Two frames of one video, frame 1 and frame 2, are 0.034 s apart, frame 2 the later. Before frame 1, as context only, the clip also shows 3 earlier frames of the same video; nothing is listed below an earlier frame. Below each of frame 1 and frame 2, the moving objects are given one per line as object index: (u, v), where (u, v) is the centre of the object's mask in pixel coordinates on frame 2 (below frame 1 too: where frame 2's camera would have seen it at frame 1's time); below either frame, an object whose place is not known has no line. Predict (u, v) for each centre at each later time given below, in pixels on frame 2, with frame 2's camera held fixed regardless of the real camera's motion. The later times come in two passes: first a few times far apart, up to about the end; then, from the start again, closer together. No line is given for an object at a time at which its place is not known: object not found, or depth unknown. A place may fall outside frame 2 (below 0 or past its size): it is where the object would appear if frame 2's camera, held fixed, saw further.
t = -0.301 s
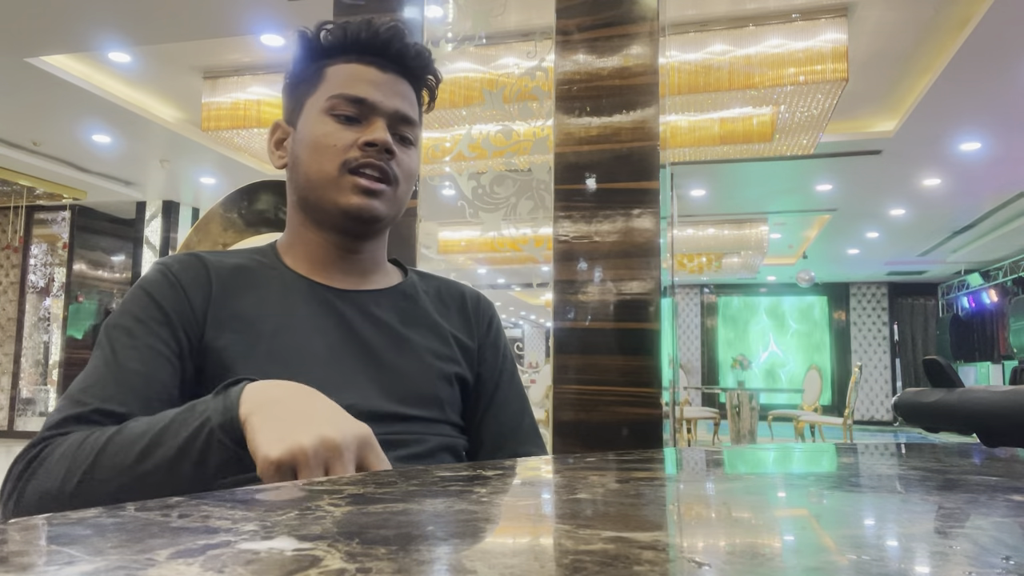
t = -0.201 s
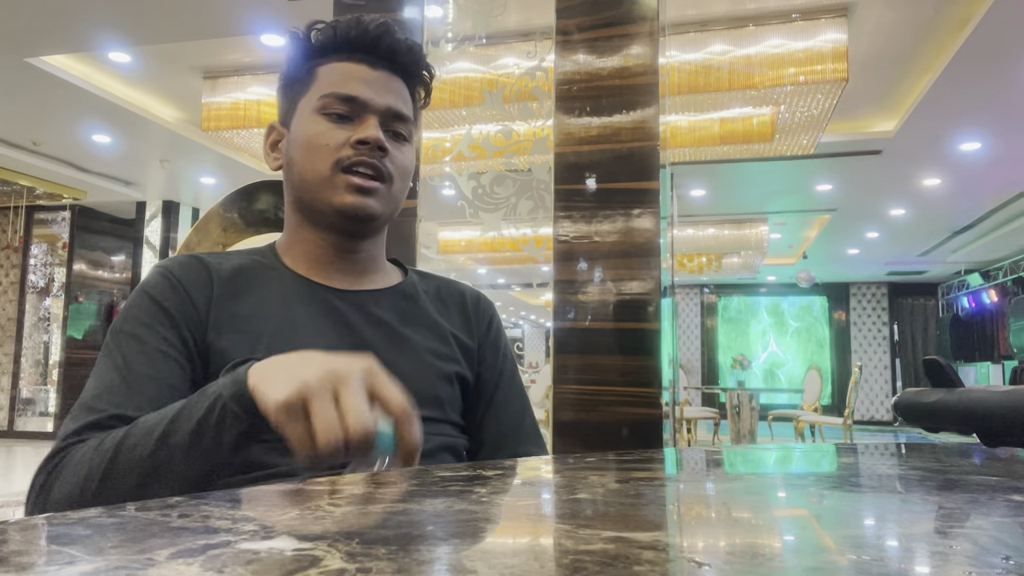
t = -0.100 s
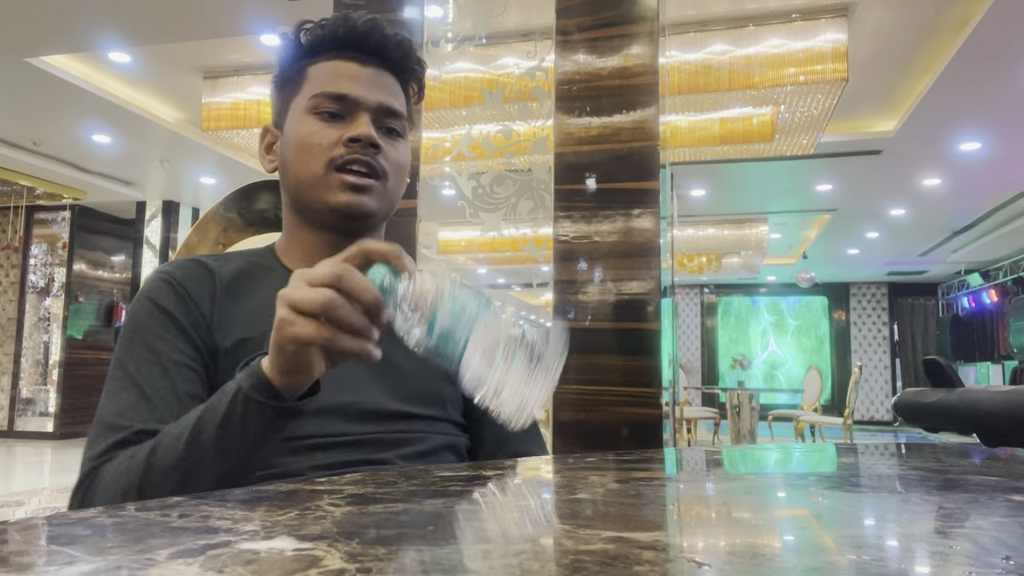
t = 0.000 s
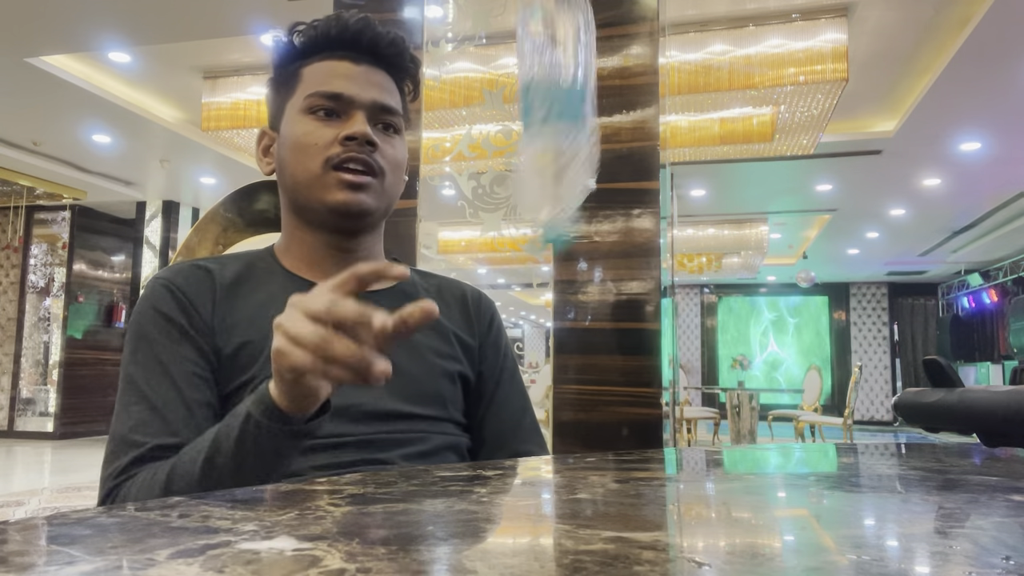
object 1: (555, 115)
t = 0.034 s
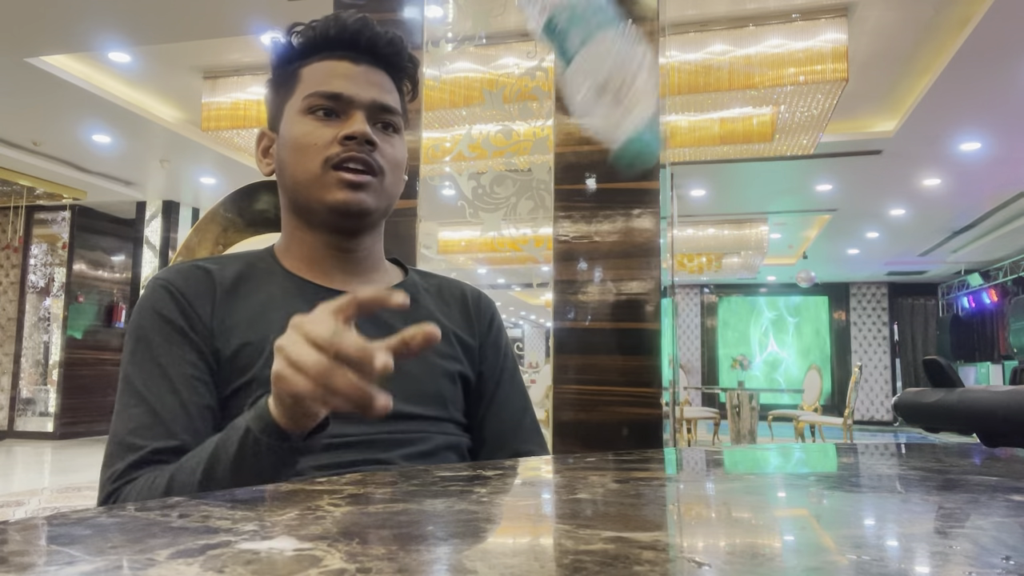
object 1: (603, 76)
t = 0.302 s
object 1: (671, 95)
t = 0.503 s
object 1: (674, 416)
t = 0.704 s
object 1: (669, 418)
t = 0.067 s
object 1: (658, 20)
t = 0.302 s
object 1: (671, 95)
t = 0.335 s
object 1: (674, 174)
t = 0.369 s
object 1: (679, 279)
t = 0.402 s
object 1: (691, 388)
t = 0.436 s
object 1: (691, 406)
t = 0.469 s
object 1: (681, 408)
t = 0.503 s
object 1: (674, 416)
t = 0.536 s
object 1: (672, 416)
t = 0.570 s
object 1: (672, 416)
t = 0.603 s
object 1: (671, 417)
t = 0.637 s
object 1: (671, 417)
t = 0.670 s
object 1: (670, 417)
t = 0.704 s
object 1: (669, 418)
